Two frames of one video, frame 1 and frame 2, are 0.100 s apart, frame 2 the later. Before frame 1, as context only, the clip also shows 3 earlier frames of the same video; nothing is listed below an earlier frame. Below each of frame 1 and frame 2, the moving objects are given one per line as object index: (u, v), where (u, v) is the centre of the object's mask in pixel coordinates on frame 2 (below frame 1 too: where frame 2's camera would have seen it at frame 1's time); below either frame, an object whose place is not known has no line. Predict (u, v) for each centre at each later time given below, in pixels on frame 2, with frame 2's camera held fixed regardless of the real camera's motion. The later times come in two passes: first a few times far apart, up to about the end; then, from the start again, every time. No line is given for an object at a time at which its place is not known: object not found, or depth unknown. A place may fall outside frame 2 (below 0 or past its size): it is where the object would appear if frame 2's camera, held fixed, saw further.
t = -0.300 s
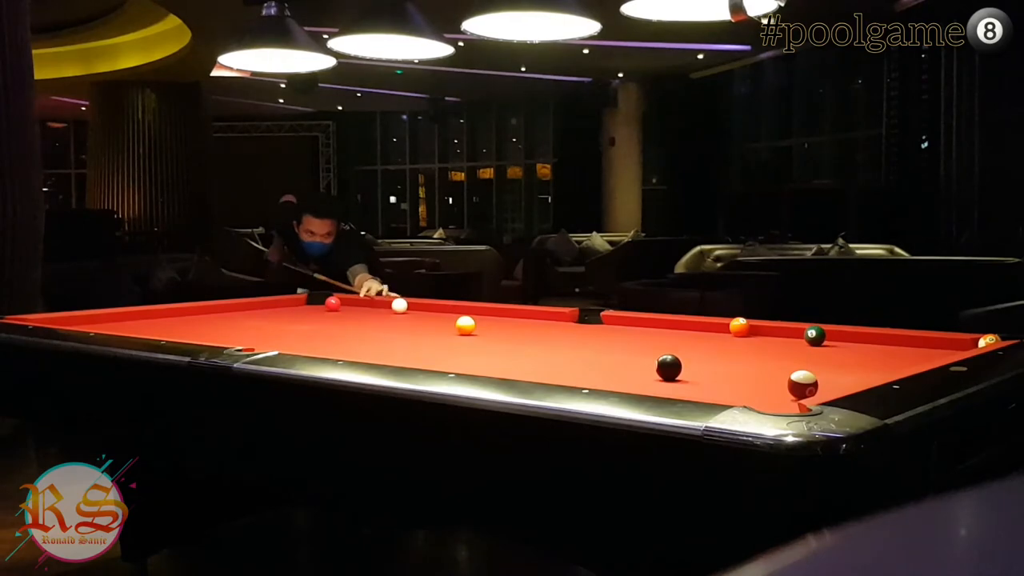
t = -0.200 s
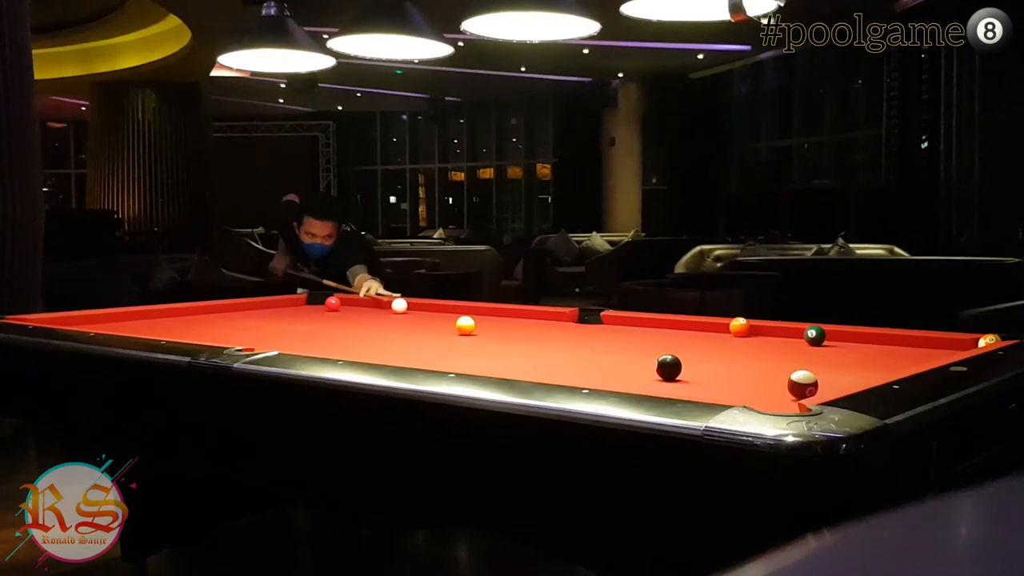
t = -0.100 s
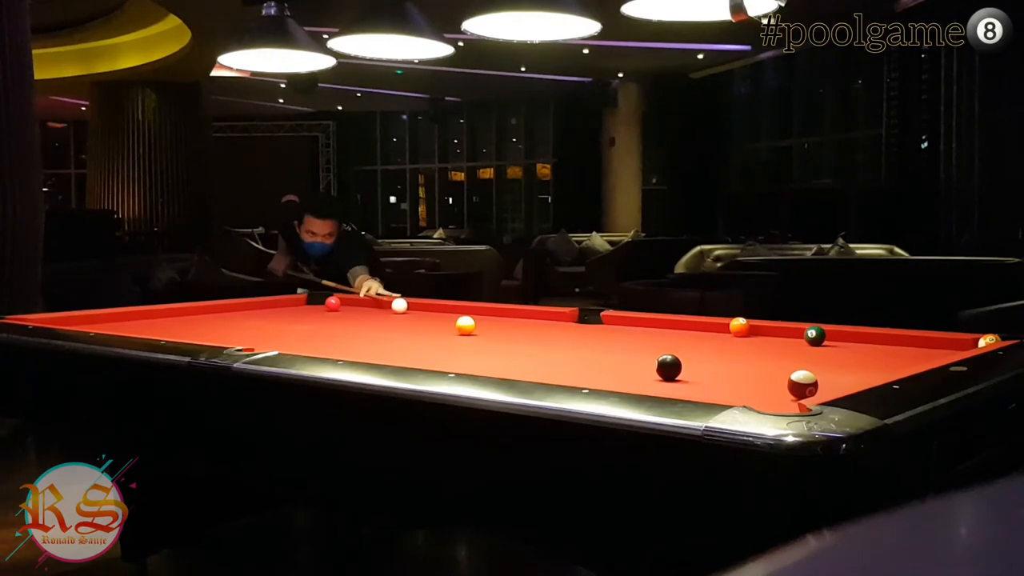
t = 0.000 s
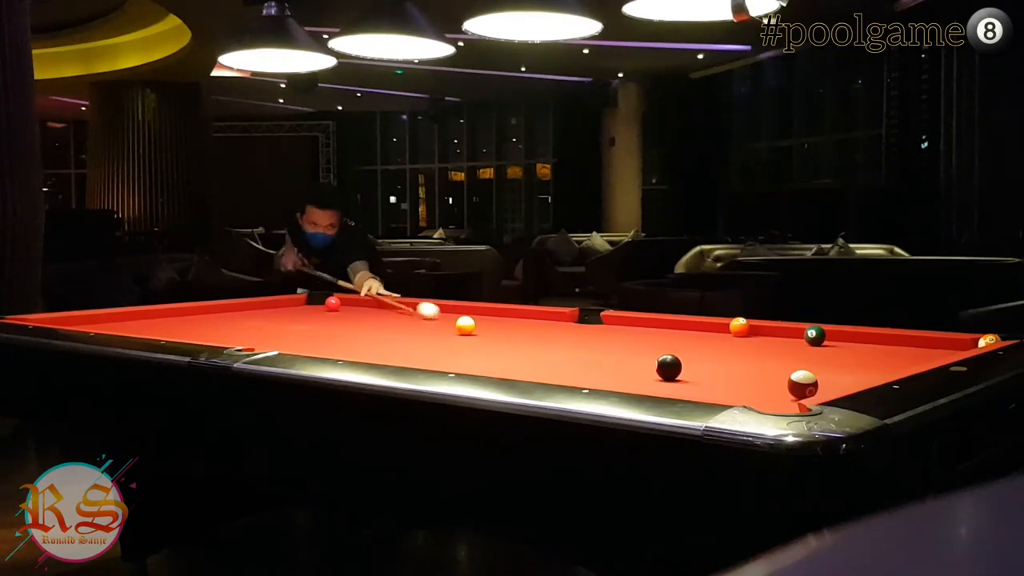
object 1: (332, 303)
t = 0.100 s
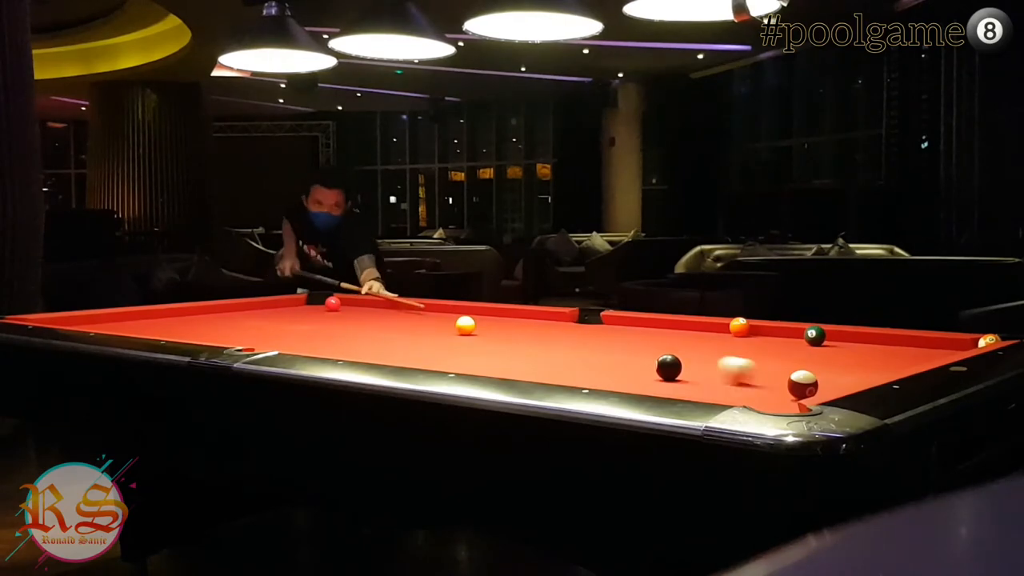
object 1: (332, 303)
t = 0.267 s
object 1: (332, 303)
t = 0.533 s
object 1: (332, 303)
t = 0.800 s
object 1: (338, 304)
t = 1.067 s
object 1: (406, 310)
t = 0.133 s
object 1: (332, 303)
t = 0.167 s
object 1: (332, 303)
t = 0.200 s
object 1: (332, 303)
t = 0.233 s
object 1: (332, 303)
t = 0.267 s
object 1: (332, 303)
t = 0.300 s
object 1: (332, 303)
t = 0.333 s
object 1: (332, 303)
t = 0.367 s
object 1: (332, 303)
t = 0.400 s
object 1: (332, 303)
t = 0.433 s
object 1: (332, 303)
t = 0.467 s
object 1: (332, 303)
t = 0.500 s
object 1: (332, 303)
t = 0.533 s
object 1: (332, 303)
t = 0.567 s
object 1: (332, 303)
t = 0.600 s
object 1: (332, 303)
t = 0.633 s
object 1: (332, 303)
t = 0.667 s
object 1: (332, 303)
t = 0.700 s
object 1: (332, 303)
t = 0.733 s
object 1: (332, 303)
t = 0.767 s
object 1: (332, 303)
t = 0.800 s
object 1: (338, 304)
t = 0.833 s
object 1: (347, 305)
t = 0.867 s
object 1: (357, 306)
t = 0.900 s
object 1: (365, 307)
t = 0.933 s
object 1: (373, 307)
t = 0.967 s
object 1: (380, 308)
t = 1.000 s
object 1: (389, 308)
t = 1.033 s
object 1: (398, 307)
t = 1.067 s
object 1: (406, 310)
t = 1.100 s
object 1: (414, 311)
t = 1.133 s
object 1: (421, 312)
